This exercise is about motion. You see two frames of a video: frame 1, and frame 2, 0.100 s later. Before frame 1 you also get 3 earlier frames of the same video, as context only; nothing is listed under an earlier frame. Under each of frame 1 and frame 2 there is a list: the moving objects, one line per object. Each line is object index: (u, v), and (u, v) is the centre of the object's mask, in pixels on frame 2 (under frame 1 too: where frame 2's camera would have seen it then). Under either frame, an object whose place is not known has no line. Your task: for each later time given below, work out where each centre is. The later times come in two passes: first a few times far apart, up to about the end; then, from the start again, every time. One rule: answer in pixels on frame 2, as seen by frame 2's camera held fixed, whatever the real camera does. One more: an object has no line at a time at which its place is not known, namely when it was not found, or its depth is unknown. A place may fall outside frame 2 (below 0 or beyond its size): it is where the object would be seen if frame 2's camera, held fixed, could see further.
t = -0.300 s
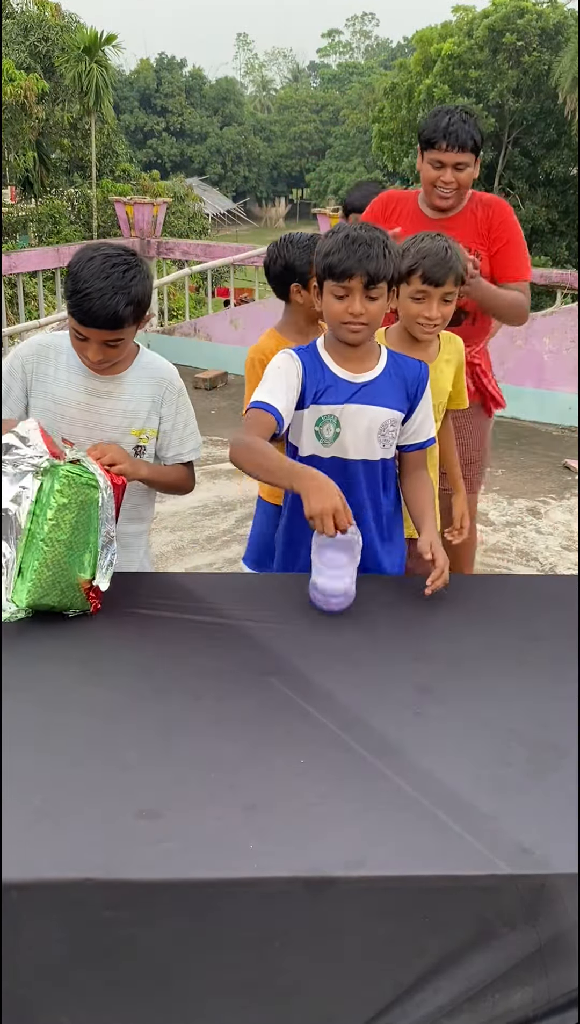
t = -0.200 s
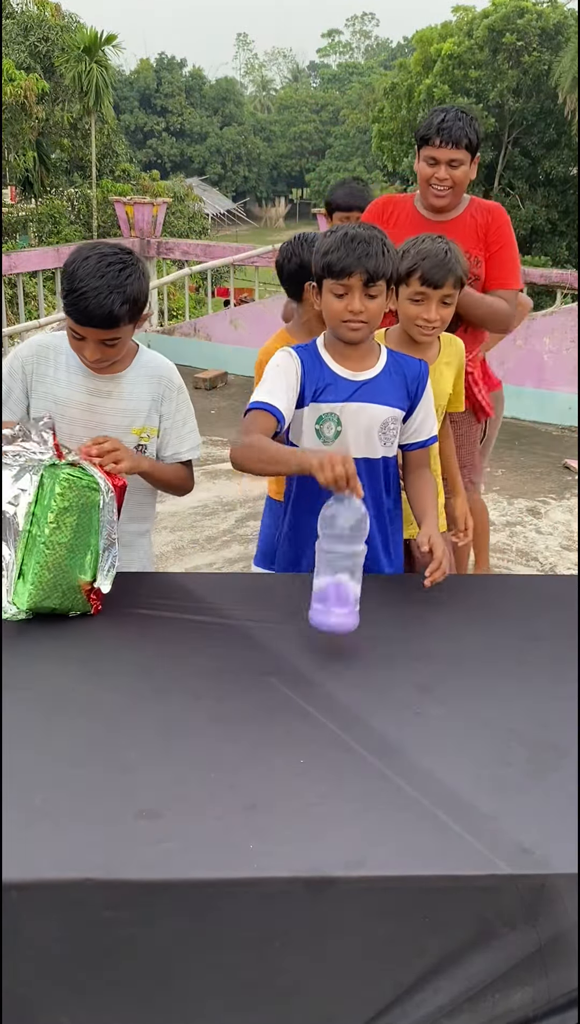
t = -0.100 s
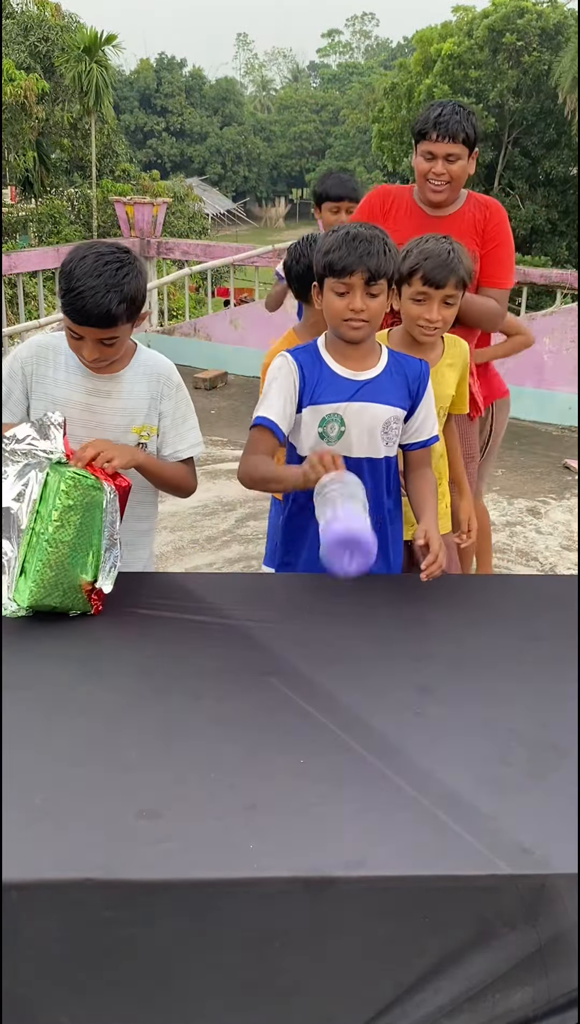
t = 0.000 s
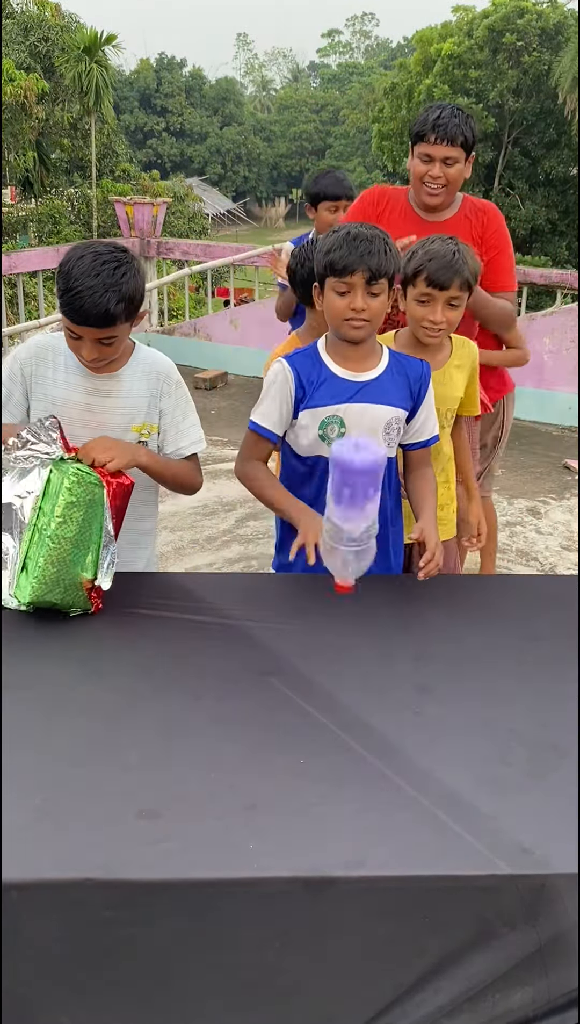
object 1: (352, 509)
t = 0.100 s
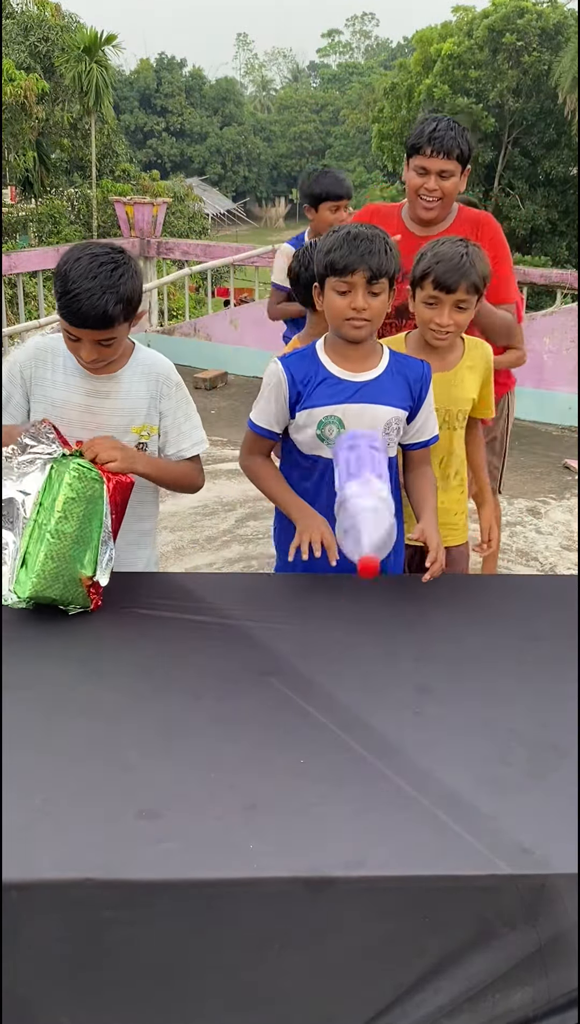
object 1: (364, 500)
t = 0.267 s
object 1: (369, 588)
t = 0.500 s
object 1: (381, 634)
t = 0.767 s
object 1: (409, 696)
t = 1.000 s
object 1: (416, 695)
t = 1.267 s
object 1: (425, 694)
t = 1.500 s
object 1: (434, 693)
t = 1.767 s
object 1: (444, 692)
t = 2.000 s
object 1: (452, 691)
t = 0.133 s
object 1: (366, 500)
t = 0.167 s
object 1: (368, 509)
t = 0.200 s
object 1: (369, 527)
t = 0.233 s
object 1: (369, 554)
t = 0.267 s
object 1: (369, 588)
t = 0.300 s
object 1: (369, 626)
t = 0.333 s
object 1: (372, 629)
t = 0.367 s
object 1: (373, 630)
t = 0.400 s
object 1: (374, 631)
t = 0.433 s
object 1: (376, 631)
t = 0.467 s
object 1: (379, 632)
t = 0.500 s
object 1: (381, 634)
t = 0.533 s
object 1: (384, 637)
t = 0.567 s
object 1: (387, 642)
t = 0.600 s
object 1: (391, 649)
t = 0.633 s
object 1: (395, 660)
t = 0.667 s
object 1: (400, 676)
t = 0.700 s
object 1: (403, 697)
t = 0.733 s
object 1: (406, 693)
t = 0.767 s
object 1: (409, 696)
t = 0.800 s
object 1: (410, 695)
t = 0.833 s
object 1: (410, 695)
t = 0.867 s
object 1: (411, 695)
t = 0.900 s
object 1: (412, 695)
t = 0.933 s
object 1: (413, 695)
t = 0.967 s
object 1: (415, 695)
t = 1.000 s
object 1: (416, 695)
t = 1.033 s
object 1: (417, 695)
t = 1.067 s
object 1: (418, 694)
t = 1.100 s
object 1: (419, 694)
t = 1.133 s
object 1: (421, 694)
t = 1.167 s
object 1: (423, 694)
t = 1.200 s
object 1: (425, 694)
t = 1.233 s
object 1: (425, 694)
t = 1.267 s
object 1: (425, 694)
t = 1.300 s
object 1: (426, 693)
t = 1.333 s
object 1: (427, 693)
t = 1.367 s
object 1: (429, 693)
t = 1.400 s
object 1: (431, 693)
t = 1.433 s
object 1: (432, 693)
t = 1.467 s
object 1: (433, 693)
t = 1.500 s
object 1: (434, 693)
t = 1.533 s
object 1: (434, 692)
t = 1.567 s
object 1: (435, 692)
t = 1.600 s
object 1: (436, 692)
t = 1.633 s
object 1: (438, 692)
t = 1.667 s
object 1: (440, 692)
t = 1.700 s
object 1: (441, 692)
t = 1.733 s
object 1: (443, 692)
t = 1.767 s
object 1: (444, 692)
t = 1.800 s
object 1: (444, 692)
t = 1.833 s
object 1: (445, 691)
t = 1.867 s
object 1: (446, 692)
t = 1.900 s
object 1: (449, 691)
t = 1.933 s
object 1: (451, 691)
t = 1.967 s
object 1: (452, 691)
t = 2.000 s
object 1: (452, 691)
